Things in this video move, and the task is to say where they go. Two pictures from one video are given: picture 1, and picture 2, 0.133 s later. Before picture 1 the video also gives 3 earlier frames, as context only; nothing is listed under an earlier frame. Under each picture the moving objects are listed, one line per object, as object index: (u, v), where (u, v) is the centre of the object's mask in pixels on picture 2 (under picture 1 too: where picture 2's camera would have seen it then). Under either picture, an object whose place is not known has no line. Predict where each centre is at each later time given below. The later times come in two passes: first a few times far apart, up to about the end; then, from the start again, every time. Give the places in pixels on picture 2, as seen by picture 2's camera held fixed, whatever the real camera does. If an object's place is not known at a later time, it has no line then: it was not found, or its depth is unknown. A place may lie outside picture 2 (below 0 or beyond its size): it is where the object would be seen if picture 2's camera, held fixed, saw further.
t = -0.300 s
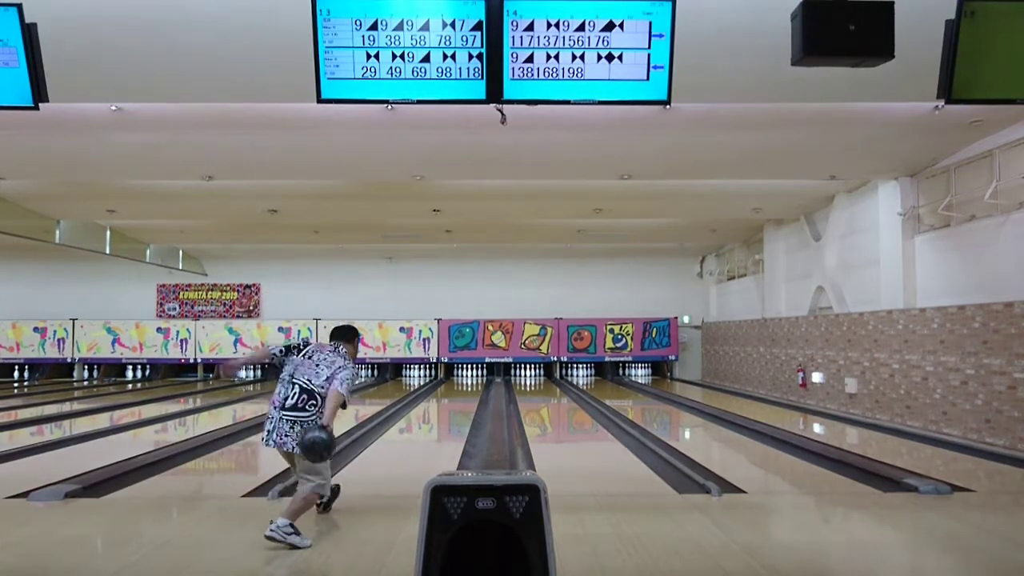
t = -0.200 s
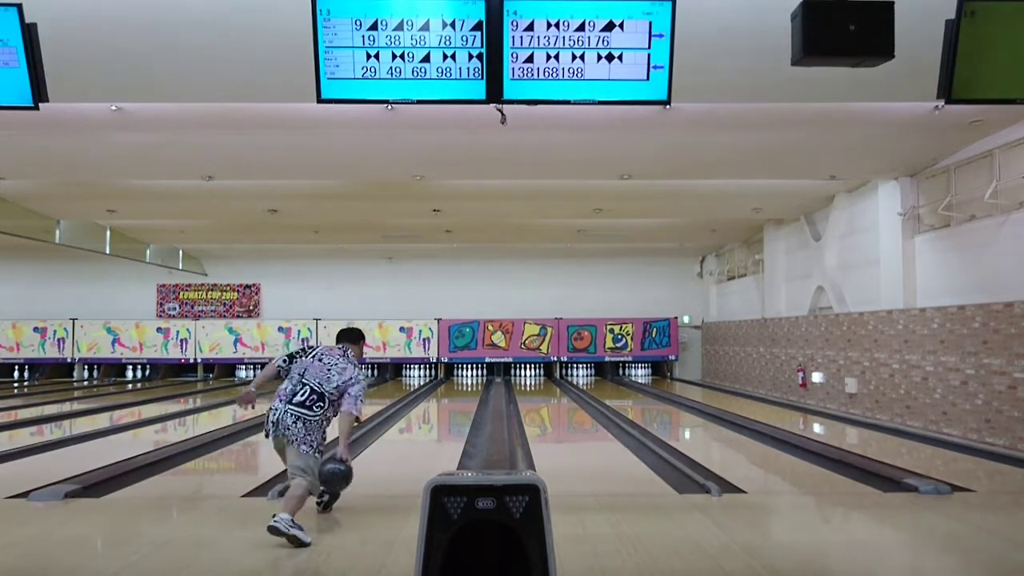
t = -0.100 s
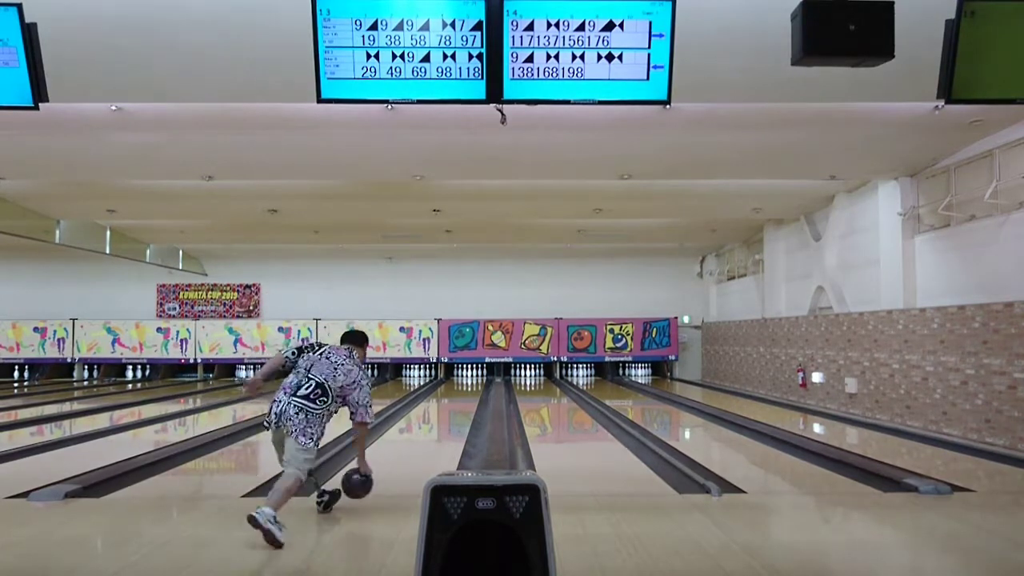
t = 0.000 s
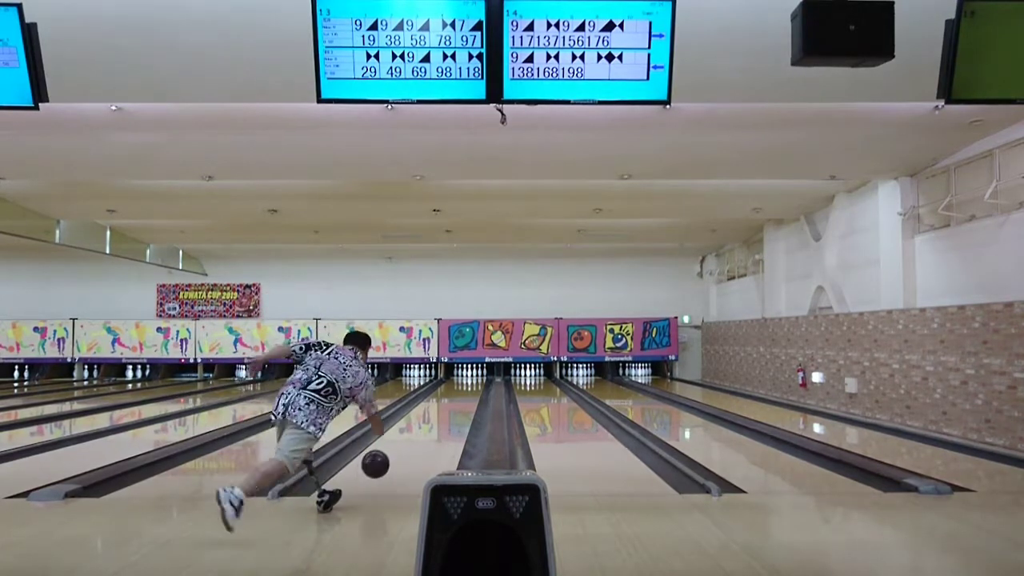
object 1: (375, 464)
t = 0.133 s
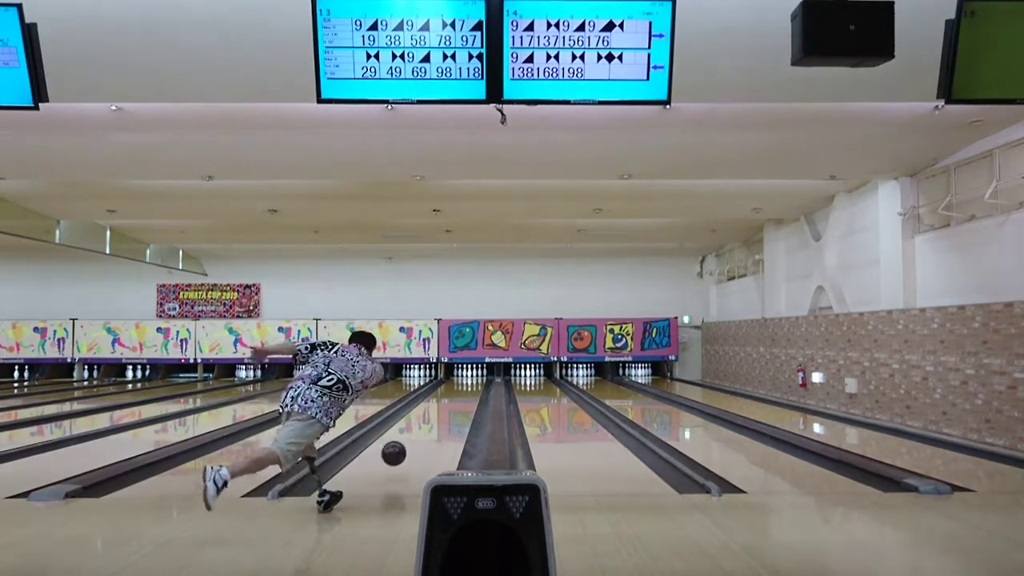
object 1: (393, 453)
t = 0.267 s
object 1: (408, 453)
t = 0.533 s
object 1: (429, 433)
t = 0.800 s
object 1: (444, 419)
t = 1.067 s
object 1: (454, 408)
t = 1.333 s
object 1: (462, 401)
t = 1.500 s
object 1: (466, 398)
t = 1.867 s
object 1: (473, 389)
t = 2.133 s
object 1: (477, 386)
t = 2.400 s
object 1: (479, 383)
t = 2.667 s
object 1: (479, 380)
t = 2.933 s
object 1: (478, 377)
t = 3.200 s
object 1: (480, 376)
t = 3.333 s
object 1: (482, 376)
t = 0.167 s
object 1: (397, 454)
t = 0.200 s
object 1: (401, 456)
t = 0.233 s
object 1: (404, 456)
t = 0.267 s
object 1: (408, 453)
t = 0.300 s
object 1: (411, 450)
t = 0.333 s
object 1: (414, 447)
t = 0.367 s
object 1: (417, 445)
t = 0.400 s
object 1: (420, 442)
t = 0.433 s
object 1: (422, 440)
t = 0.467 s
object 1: (424, 438)
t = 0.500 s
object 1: (427, 435)
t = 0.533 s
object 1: (429, 433)
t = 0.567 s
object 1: (432, 431)
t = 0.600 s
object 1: (434, 429)
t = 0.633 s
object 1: (435, 428)
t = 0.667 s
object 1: (437, 426)
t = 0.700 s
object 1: (439, 424)
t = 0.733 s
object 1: (441, 422)
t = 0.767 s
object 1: (442, 421)
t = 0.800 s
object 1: (444, 419)
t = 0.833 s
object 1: (445, 418)
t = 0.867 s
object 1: (447, 416)
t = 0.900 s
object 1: (448, 415)
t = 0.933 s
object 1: (450, 414)
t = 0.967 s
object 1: (451, 412)
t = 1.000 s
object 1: (453, 411)
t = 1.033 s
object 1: (453, 410)
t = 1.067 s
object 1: (454, 408)
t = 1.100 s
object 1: (456, 407)
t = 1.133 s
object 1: (457, 407)
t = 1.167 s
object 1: (458, 406)
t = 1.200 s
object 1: (458, 405)
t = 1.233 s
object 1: (459, 404)
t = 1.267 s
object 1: (461, 403)
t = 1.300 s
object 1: (461, 402)
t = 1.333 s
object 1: (462, 401)
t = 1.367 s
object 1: (463, 401)
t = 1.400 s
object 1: (464, 400)
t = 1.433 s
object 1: (465, 399)
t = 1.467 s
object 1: (466, 399)
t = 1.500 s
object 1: (466, 398)
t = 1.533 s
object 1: (467, 397)
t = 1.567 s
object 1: (468, 396)
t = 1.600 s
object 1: (468, 395)
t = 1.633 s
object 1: (469, 395)
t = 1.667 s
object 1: (470, 394)
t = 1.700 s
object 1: (471, 393)
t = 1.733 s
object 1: (471, 392)
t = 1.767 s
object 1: (471, 391)
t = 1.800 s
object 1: (471, 390)
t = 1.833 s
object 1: (473, 390)
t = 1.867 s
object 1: (473, 389)
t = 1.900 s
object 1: (473, 389)
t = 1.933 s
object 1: (474, 389)
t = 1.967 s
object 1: (474, 388)
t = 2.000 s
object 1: (474, 388)
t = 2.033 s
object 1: (475, 388)
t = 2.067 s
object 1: (475, 388)
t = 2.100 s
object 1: (476, 387)
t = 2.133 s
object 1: (477, 386)
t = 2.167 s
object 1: (477, 386)
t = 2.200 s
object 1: (477, 385)
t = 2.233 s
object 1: (478, 385)
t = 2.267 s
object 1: (478, 385)
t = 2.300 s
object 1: (479, 384)
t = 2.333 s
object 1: (479, 383)
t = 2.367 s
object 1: (479, 383)
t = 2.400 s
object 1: (479, 383)
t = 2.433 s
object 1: (479, 382)
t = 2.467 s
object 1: (479, 382)
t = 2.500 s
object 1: (479, 381)
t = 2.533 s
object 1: (479, 381)
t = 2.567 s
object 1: (479, 381)
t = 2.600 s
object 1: (479, 381)
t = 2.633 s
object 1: (480, 380)
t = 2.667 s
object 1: (479, 380)
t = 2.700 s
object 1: (479, 380)
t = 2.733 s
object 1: (479, 380)
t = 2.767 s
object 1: (479, 380)
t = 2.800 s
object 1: (478, 379)
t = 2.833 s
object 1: (478, 378)
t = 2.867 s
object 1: (478, 378)
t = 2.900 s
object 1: (478, 377)
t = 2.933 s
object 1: (478, 377)
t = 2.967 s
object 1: (479, 377)
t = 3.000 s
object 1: (479, 377)
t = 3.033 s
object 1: (480, 377)
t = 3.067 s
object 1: (480, 377)
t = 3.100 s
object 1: (480, 376)
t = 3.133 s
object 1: (480, 376)
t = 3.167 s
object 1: (480, 376)
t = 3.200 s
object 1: (480, 376)
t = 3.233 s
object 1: (481, 376)
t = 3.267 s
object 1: (481, 376)
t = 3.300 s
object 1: (481, 376)
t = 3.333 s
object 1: (482, 376)
